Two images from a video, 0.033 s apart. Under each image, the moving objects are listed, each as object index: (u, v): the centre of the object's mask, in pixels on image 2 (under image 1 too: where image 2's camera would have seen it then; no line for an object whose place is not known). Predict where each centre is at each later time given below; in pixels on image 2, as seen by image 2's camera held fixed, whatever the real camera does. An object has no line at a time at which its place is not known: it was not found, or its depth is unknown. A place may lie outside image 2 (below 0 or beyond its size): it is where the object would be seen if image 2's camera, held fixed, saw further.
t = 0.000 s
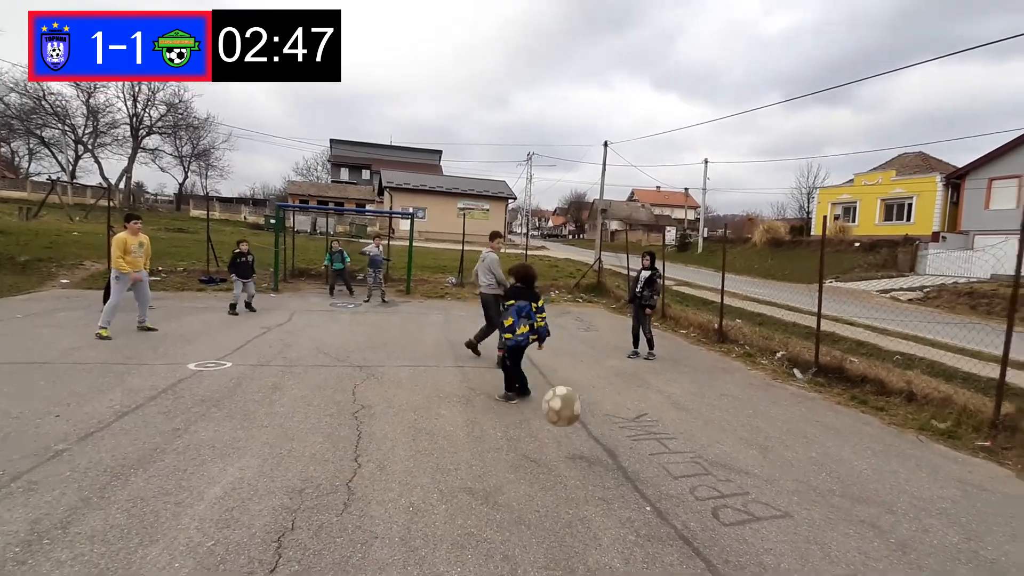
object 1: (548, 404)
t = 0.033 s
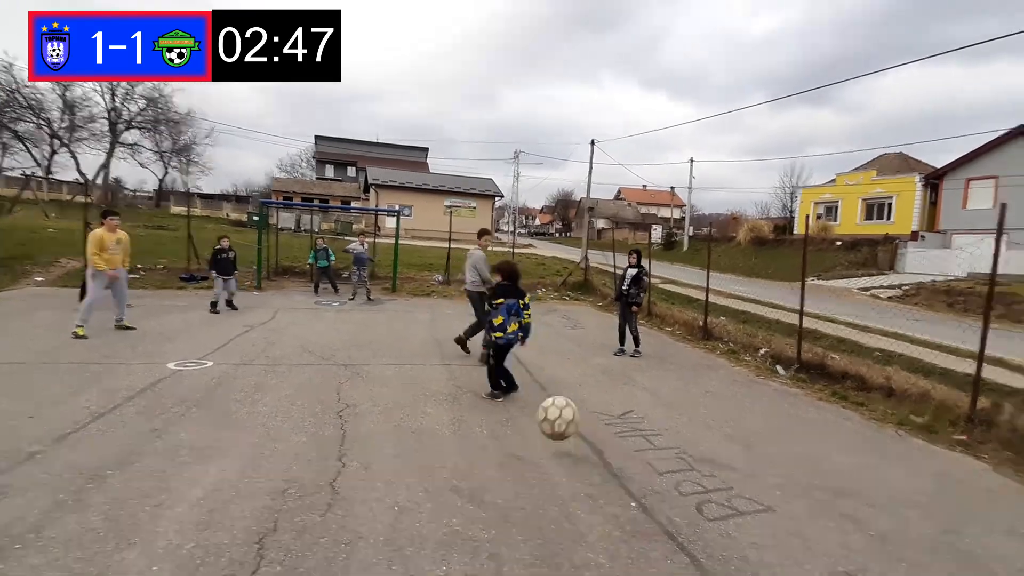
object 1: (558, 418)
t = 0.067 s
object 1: (570, 436)
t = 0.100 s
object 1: (583, 462)
